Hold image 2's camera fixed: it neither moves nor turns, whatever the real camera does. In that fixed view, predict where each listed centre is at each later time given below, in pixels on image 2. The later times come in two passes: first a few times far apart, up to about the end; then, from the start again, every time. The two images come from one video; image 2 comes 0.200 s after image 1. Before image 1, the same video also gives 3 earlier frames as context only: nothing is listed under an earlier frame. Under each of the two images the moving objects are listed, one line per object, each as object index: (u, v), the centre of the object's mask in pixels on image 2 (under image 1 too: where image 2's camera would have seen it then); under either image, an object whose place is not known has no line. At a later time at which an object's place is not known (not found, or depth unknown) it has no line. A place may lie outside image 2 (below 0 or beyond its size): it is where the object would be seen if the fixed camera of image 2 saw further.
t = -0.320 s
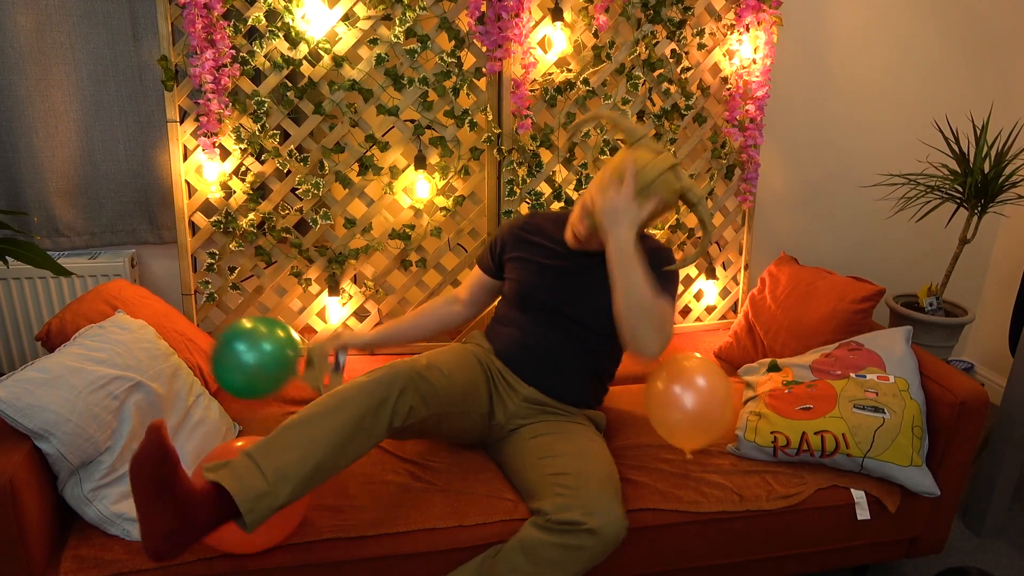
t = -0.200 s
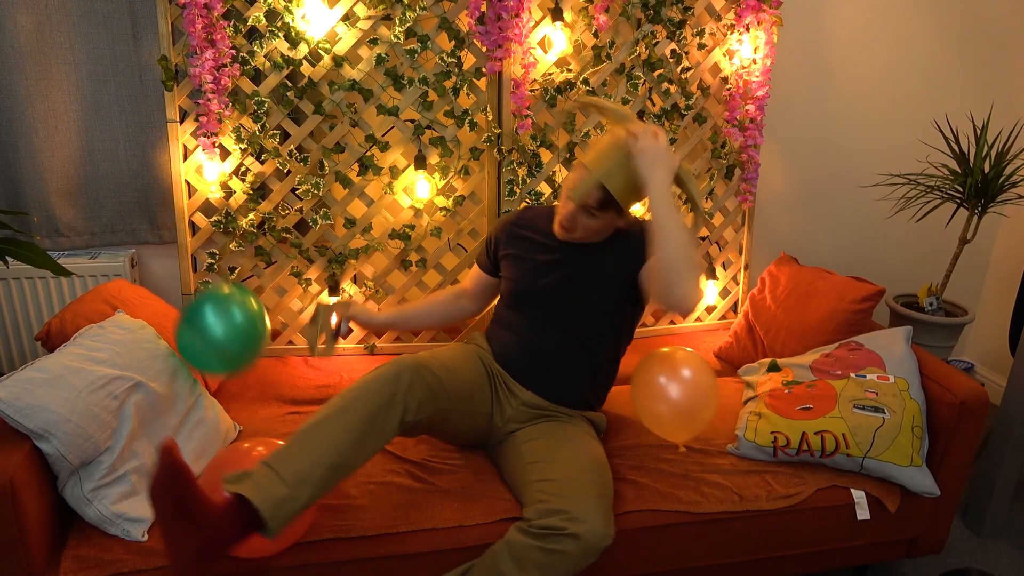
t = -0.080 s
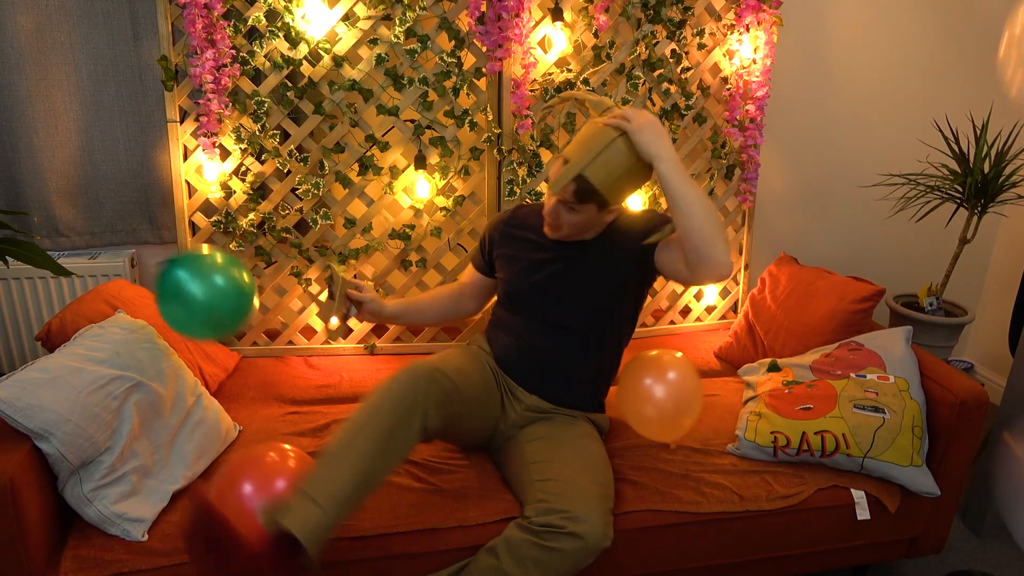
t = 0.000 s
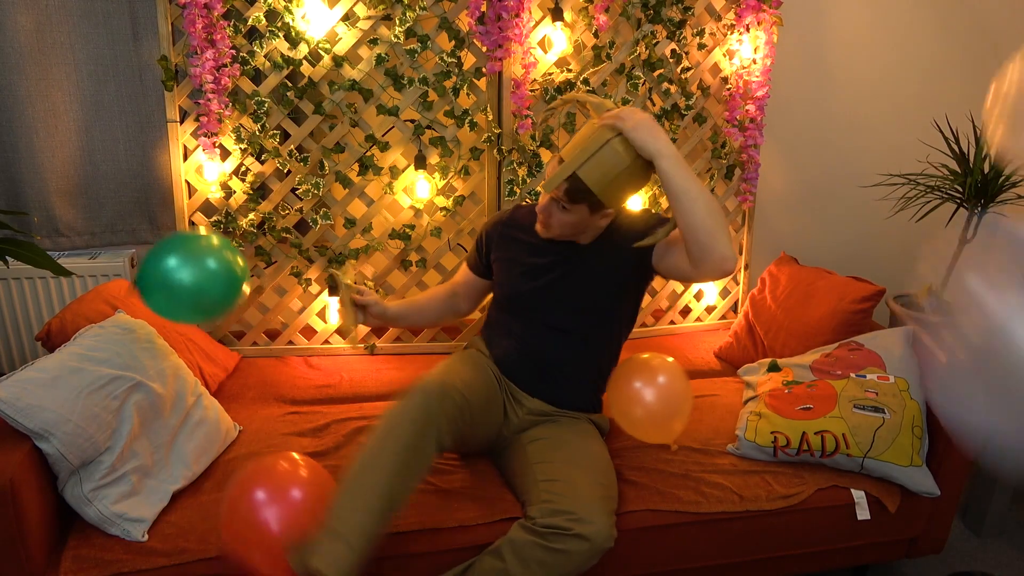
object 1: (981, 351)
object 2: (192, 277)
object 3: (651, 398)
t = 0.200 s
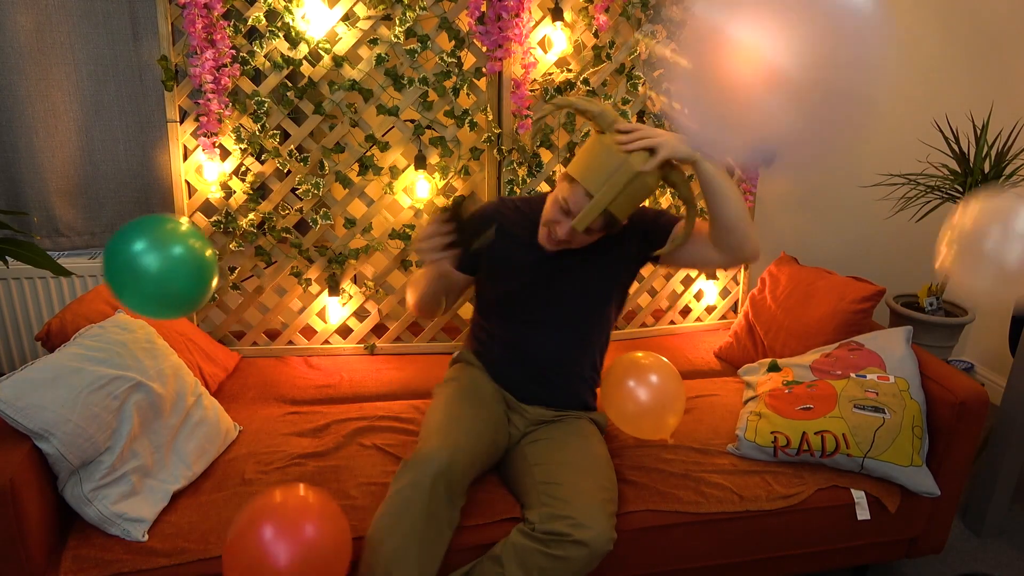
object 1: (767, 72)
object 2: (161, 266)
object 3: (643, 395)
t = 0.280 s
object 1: (659, 50)
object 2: (151, 277)
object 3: (640, 392)
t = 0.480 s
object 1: (467, 43)
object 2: (141, 326)
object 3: (632, 391)
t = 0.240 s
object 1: (712, 59)
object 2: (156, 271)
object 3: (642, 394)
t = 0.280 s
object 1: (659, 50)
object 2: (151, 277)
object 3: (640, 392)
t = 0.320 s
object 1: (618, 41)
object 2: (148, 284)
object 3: (638, 392)
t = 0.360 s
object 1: (566, 37)
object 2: (146, 292)
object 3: (636, 391)
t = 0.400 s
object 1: (532, 37)
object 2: (144, 302)
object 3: (634, 391)
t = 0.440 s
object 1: (494, 39)
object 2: (142, 313)
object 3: (633, 391)
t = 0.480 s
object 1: (467, 43)
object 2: (141, 326)
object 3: (632, 391)
